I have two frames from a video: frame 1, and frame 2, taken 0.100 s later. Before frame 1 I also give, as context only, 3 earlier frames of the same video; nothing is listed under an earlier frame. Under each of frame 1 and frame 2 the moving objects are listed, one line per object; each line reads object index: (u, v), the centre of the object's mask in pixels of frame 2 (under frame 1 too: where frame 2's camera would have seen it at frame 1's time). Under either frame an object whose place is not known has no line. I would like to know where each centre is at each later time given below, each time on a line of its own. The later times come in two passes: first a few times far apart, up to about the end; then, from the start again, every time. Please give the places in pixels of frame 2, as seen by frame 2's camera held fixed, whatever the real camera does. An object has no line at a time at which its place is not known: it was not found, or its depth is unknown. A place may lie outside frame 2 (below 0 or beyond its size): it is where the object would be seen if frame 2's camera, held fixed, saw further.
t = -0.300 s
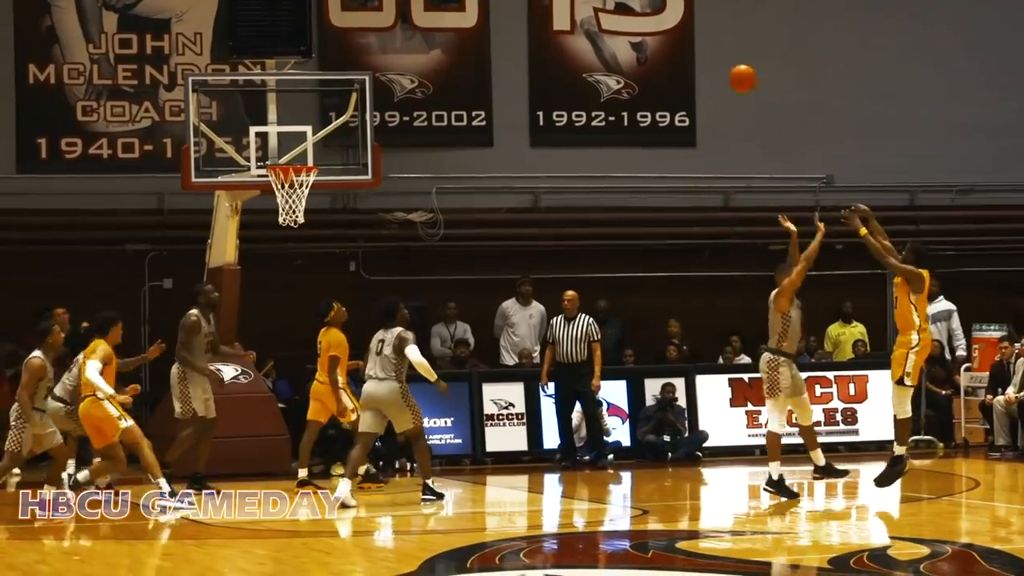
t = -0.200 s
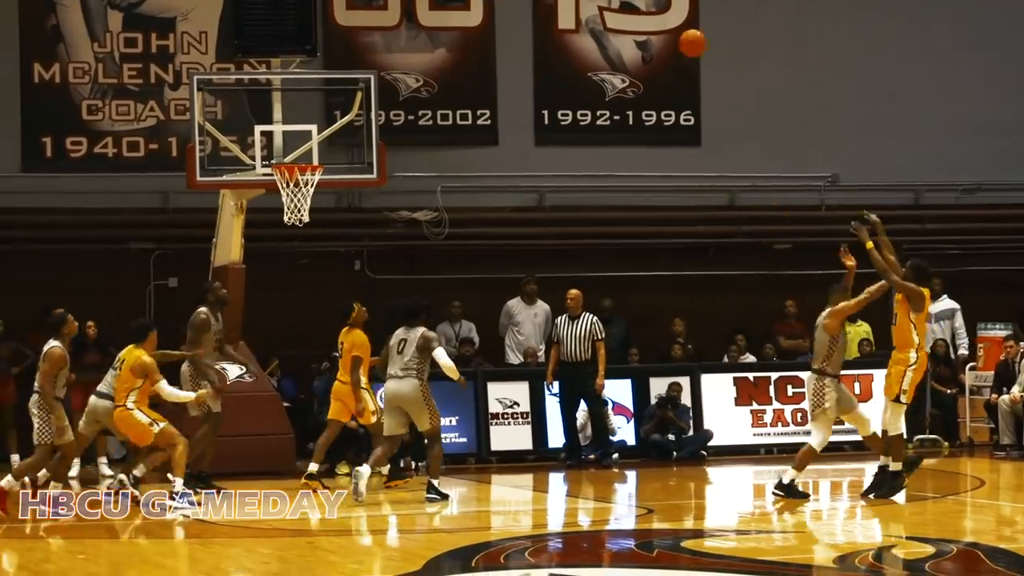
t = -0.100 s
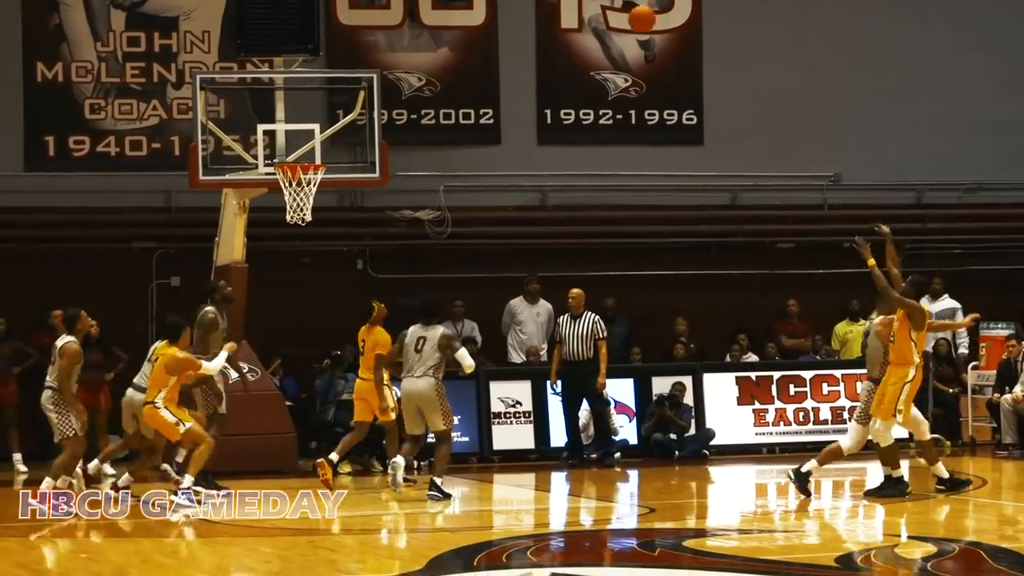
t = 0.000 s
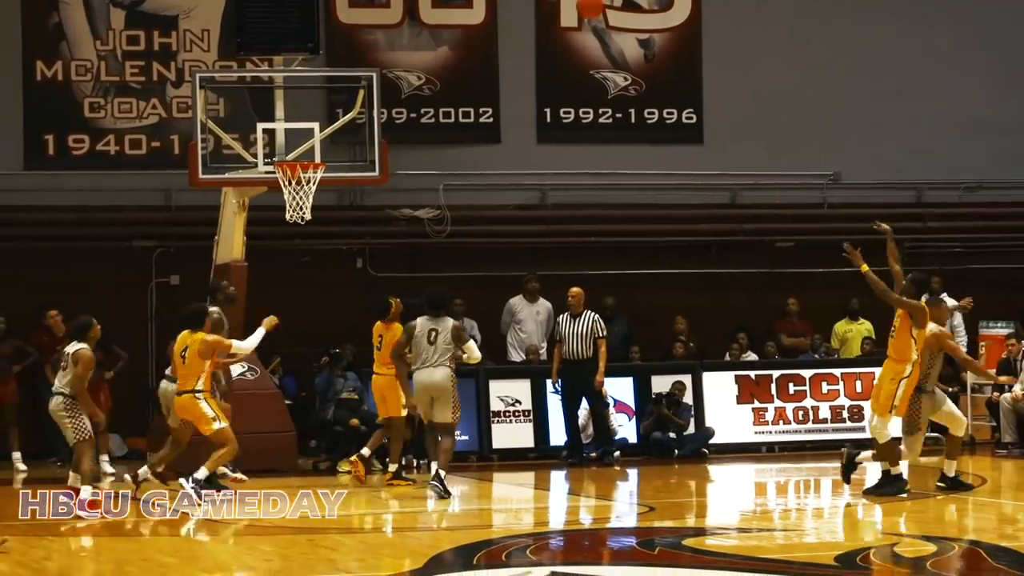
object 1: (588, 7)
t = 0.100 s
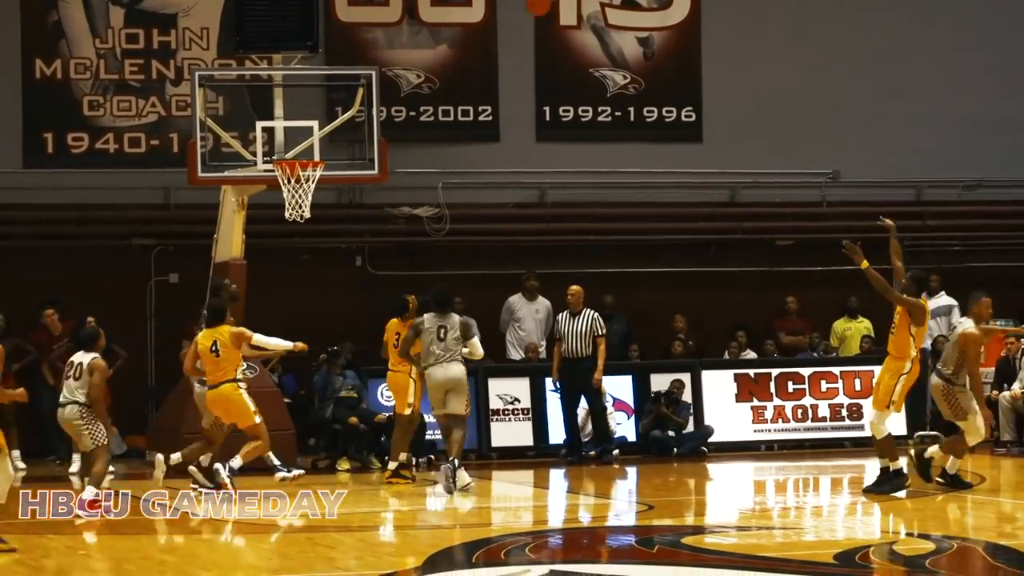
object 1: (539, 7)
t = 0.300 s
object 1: (441, 30)
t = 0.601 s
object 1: (304, 143)
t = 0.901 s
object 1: (330, 193)
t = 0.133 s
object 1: (523, 8)
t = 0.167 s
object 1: (506, 9)
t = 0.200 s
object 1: (489, 12)
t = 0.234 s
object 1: (473, 16)
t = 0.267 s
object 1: (457, 21)
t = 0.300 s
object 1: (441, 30)
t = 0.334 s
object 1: (426, 37)
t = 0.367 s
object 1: (410, 47)
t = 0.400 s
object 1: (395, 58)
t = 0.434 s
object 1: (380, 69)
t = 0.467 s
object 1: (364, 83)
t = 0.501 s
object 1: (350, 96)
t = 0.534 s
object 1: (334, 111)
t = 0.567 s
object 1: (320, 127)
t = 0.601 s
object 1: (304, 143)
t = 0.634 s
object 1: (290, 160)
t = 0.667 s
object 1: (295, 169)
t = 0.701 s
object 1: (306, 185)
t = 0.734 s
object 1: (315, 193)
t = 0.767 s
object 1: (321, 190)
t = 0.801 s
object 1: (325, 197)
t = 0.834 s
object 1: (326, 195)
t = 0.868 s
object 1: (328, 193)
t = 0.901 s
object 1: (330, 193)
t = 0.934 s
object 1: (332, 194)
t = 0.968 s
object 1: (334, 199)
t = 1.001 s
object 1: (336, 203)
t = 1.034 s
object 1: (338, 209)
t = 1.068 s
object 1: (341, 217)
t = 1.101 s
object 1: (343, 225)
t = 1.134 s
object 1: (346, 234)
